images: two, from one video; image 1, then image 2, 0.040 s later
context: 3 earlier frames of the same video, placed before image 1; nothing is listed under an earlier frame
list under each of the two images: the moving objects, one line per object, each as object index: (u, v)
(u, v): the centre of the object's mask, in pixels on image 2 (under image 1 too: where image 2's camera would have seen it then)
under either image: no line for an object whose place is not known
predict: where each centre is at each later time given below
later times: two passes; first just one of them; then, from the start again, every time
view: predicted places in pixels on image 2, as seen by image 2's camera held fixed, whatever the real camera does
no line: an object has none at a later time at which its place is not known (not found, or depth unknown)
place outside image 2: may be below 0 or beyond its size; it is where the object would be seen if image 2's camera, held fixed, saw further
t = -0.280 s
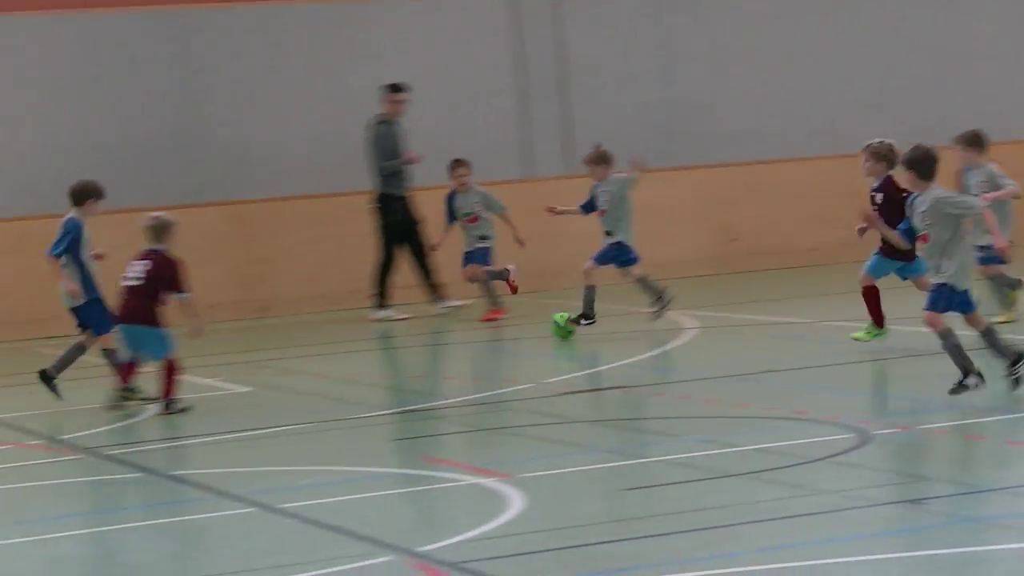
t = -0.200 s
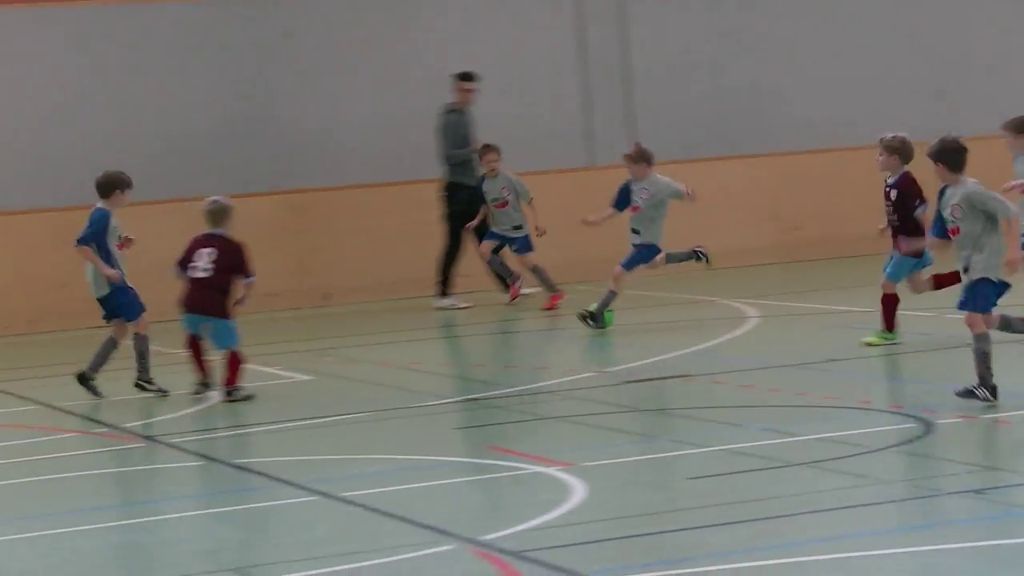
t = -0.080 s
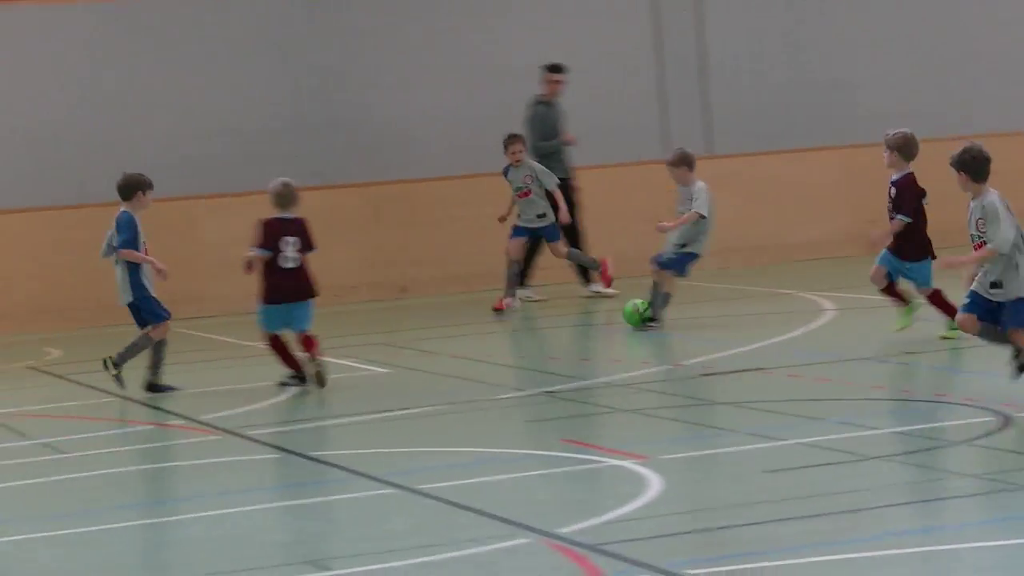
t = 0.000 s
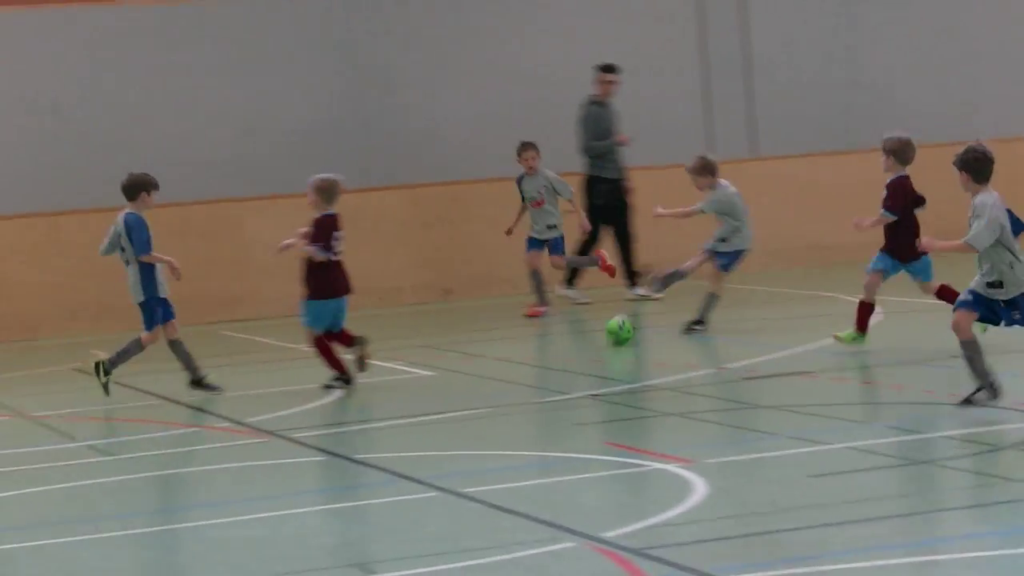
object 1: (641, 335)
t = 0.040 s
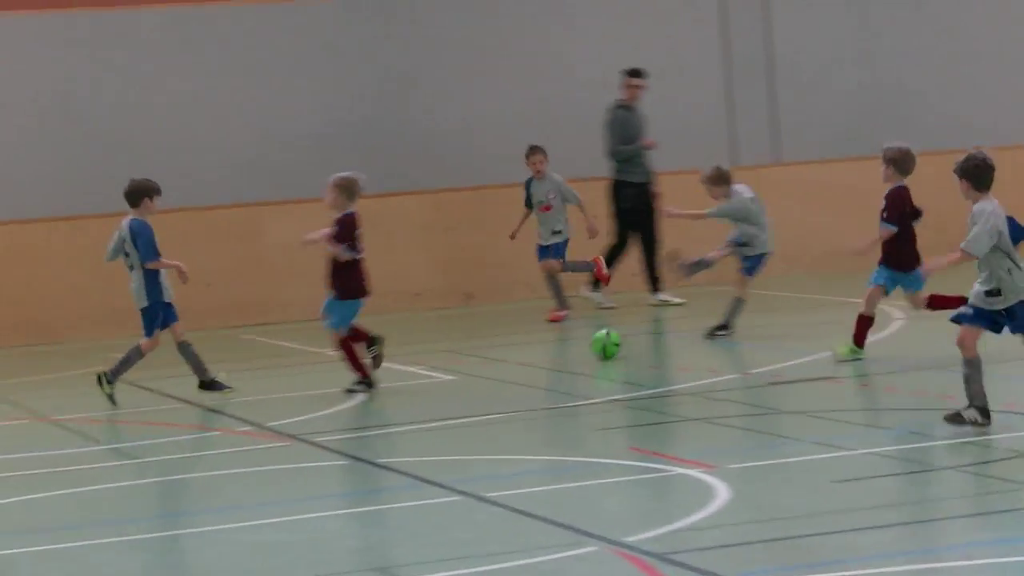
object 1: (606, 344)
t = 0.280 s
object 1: (375, 398)
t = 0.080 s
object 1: (570, 353)
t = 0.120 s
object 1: (534, 362)
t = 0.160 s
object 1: (497, 370)
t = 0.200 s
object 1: (457, 379)
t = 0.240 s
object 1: (416, 389)
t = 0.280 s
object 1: (375, 398)
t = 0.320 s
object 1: (331, 407)
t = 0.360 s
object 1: (285, 421)
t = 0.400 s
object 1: (239, 430)
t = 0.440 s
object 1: (188, 441)
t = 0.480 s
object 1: (135, 454)
